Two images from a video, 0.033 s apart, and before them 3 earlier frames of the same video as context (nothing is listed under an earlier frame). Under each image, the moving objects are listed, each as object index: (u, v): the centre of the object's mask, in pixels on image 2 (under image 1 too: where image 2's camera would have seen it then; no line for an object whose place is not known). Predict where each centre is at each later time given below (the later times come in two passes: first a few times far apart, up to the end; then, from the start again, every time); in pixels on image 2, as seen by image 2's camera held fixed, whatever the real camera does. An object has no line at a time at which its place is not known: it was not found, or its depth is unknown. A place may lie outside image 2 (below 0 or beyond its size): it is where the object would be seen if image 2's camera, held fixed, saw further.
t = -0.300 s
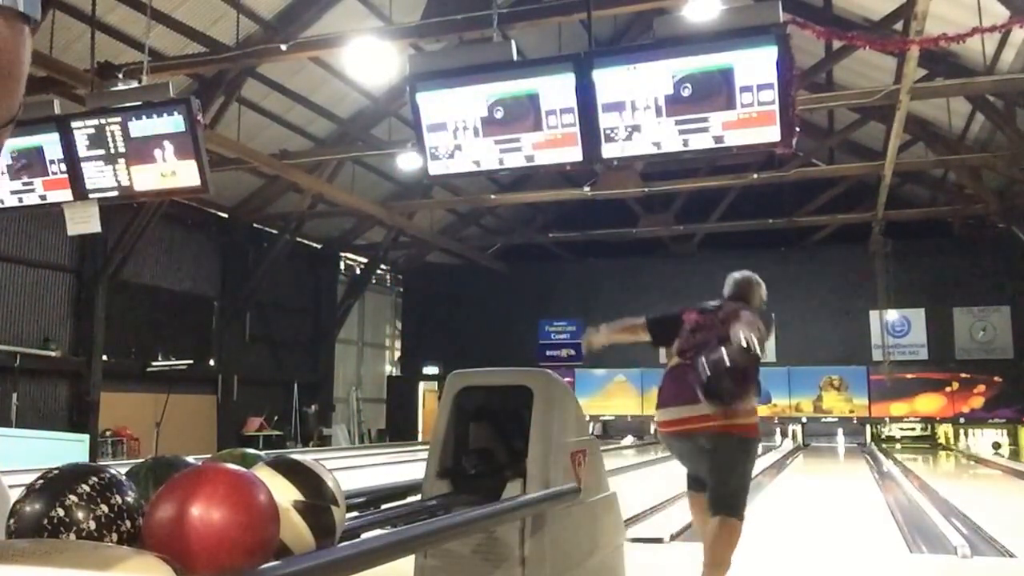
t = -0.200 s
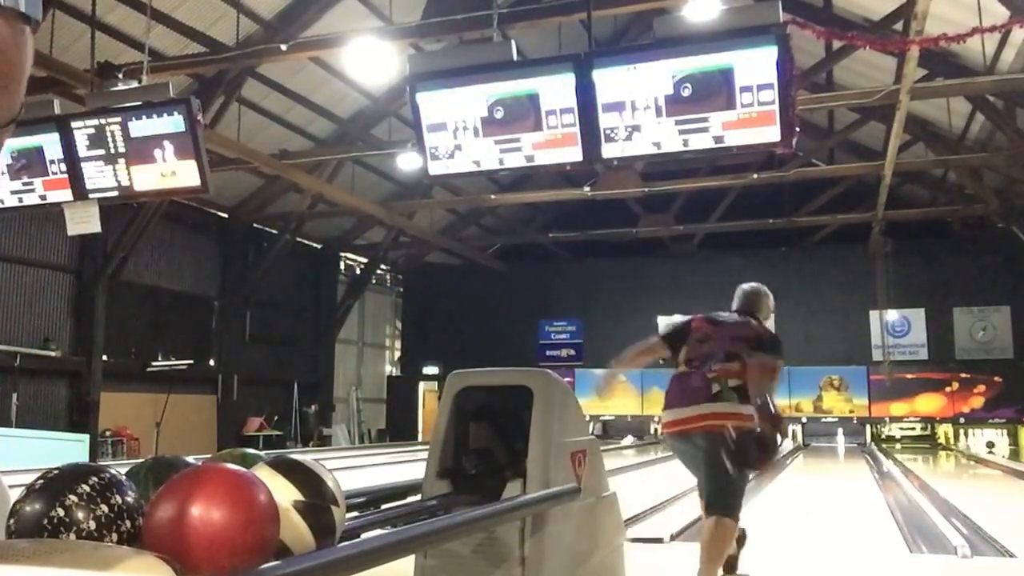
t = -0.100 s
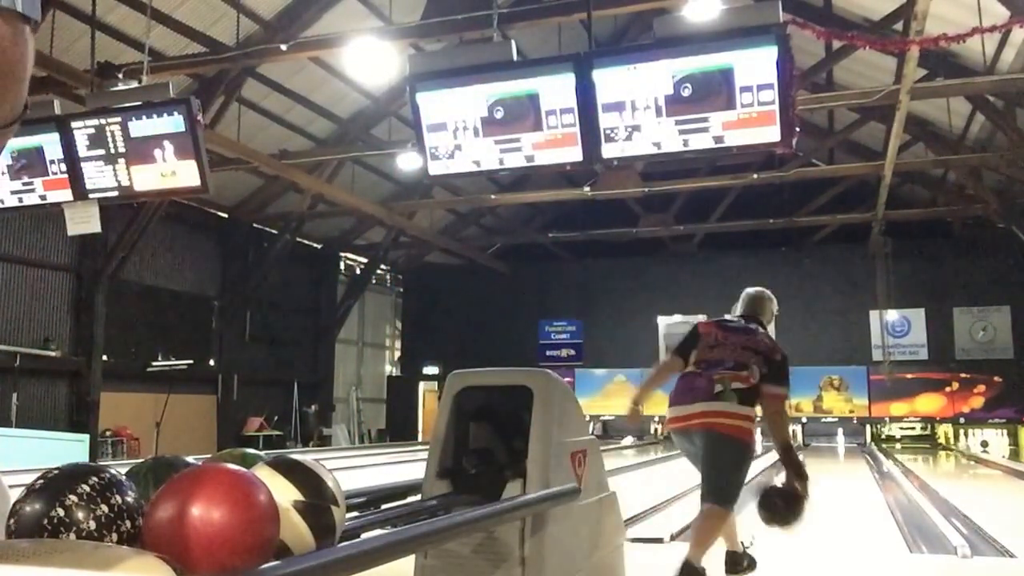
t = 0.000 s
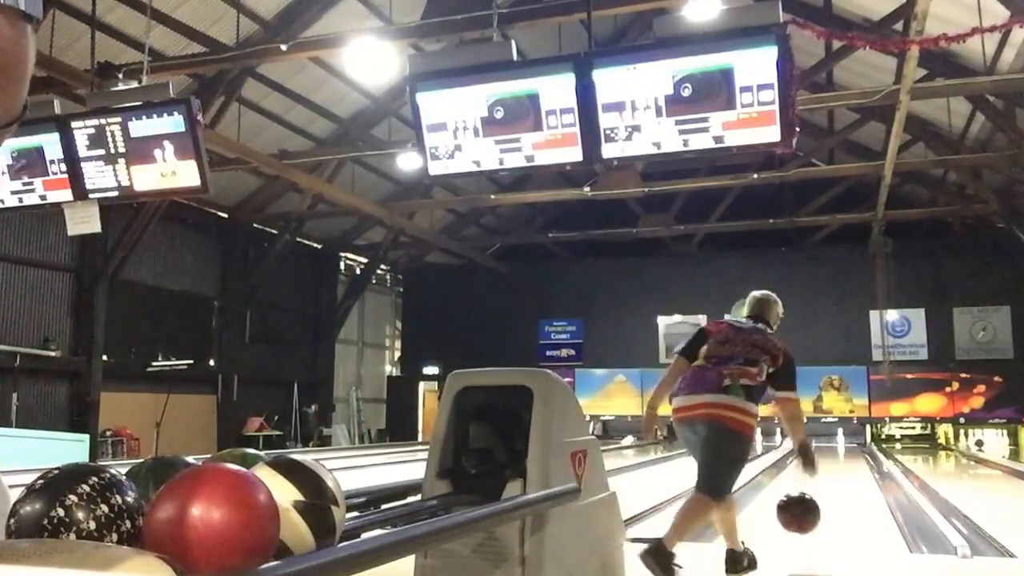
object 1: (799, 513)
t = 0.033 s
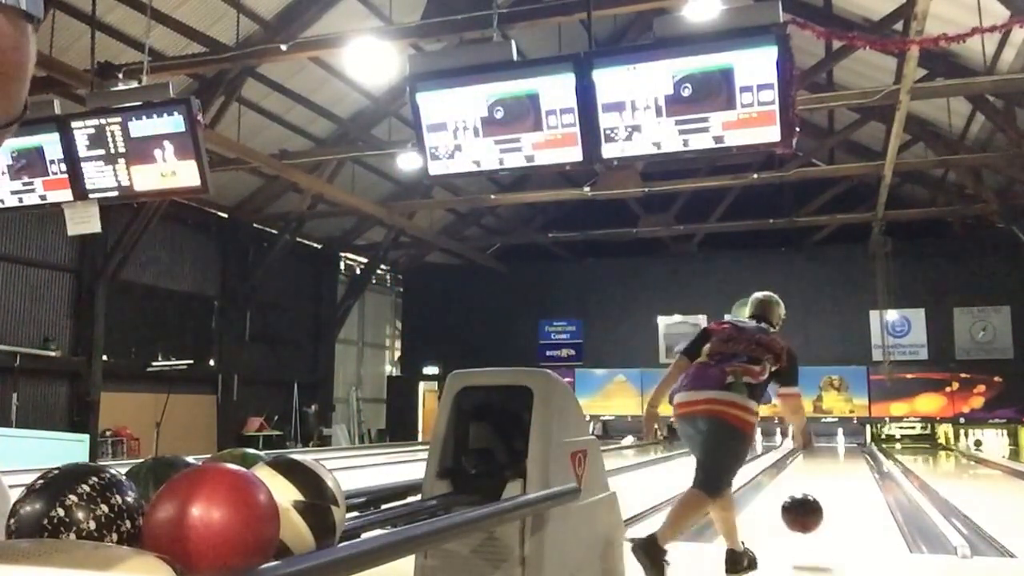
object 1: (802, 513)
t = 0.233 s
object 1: (819, 513)
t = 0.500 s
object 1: (831, 491)
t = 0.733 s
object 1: (838, 479)
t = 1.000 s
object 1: (843, 469)
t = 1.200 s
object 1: (848, 464)
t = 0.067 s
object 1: (806, 516)
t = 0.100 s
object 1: (809, 520)
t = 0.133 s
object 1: (811, 525)
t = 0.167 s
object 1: (814, 520)
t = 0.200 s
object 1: (816, 516)
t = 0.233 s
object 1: (819, 513)
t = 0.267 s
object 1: (820, 510)
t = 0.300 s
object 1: (822, 507)
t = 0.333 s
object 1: (824, 504)
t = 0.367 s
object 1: (826, 501)
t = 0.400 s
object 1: (827, 498)
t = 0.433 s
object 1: (829, 496)
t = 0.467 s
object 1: (830, 494)
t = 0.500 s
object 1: (831, 491)
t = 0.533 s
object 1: (833, 489)
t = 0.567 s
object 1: (833, 487)
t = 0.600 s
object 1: (835, 486)
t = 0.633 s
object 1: (835, 484)
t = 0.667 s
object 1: (836, 482)
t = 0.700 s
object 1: (837, 480)
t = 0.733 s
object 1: (838, 479)
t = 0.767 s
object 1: (839, 477)
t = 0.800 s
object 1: (840, 476)
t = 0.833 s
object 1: (841, 474)
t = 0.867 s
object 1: (841, 473)
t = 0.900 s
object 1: (842, 472)
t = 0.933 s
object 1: (842, 471)
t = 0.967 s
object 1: (843, 470)
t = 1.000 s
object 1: (843, 469)
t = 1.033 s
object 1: (844, 468)
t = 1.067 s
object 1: (844, 467)
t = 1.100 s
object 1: (845, 466)
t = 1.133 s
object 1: (845, 465)
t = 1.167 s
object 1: (847, 465)
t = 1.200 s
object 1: (848, 464)
